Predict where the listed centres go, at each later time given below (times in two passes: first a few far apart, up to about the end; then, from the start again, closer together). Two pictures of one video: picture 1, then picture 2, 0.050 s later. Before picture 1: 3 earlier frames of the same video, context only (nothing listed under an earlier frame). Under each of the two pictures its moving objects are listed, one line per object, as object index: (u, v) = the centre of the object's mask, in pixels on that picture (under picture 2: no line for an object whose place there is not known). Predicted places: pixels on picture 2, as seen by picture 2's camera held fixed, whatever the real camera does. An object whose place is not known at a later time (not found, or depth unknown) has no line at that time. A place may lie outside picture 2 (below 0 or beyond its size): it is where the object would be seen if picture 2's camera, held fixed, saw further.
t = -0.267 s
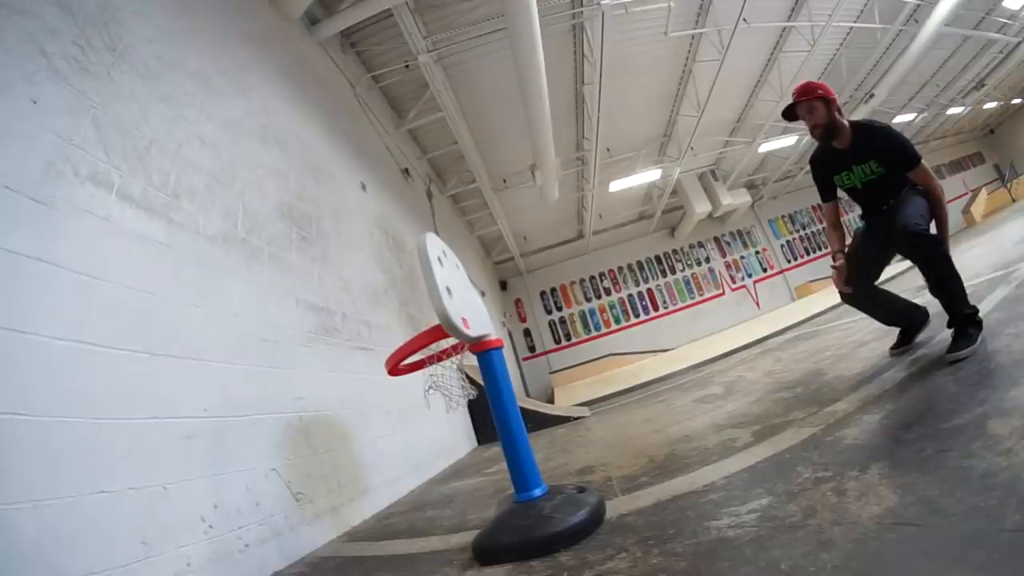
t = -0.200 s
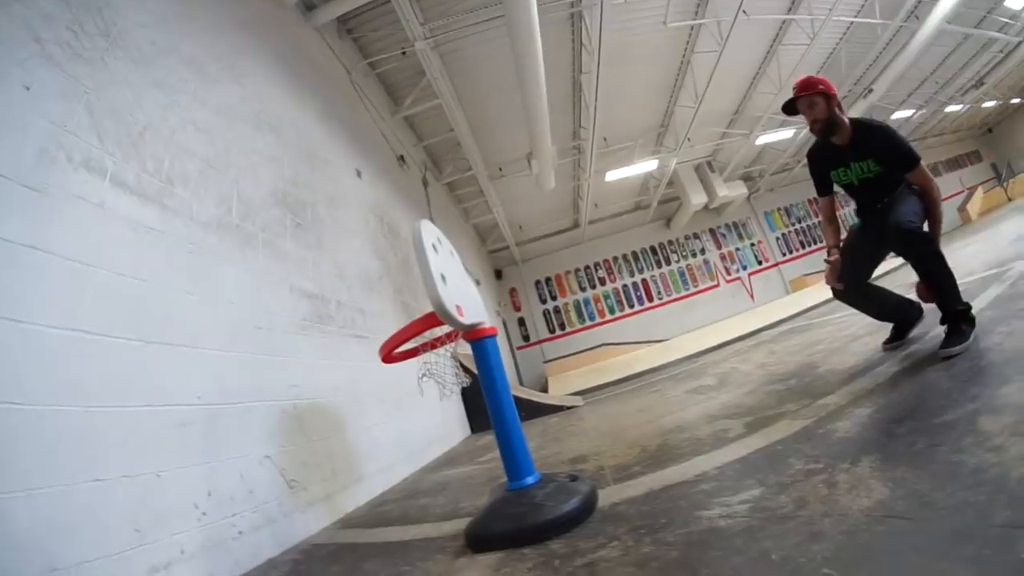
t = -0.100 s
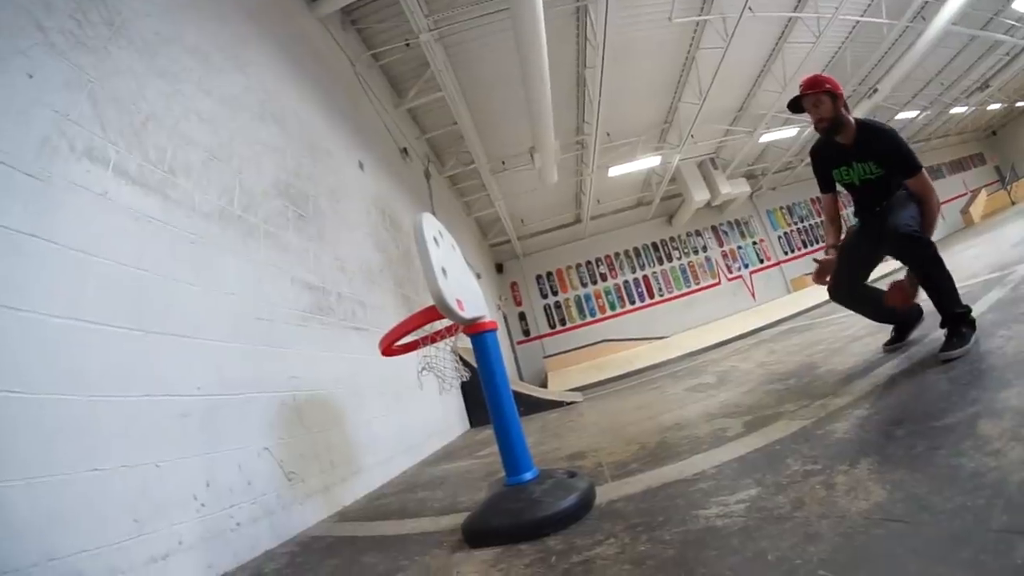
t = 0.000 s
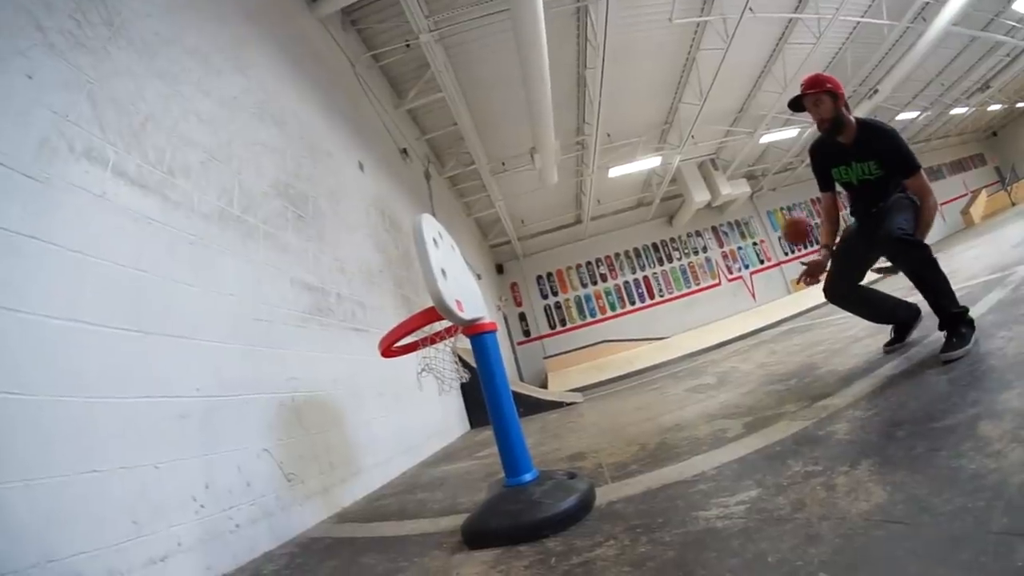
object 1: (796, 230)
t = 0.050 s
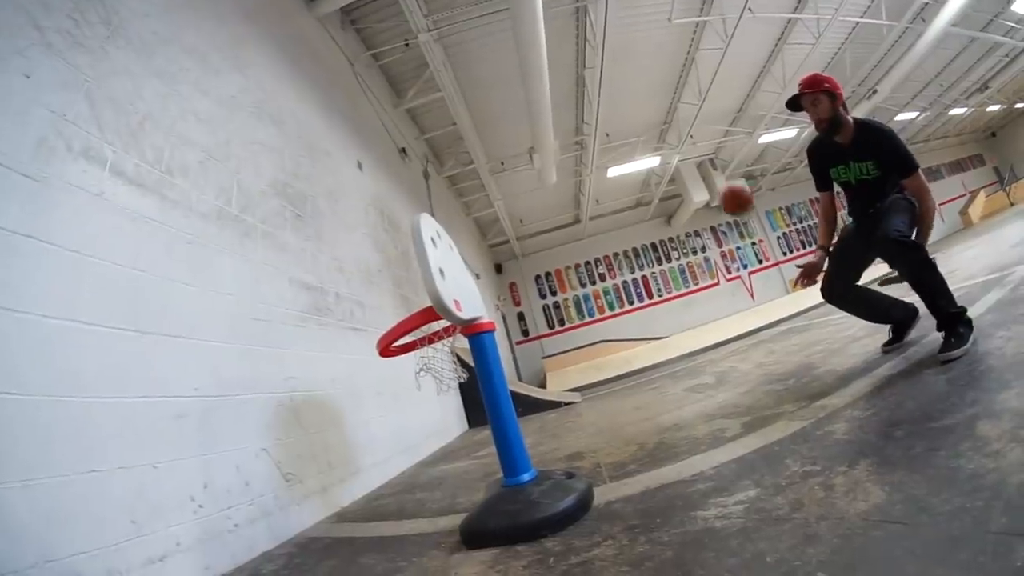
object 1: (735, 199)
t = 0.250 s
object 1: (492, 155)
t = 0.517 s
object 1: (271, 250)
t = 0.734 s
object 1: (414, 273)
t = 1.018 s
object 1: (384, 308)
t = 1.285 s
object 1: (339, 437)
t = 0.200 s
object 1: (549, 155)
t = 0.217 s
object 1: (529, 154)
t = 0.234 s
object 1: (510, 155)
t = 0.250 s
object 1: (492, 155)
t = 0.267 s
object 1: (474, 157)
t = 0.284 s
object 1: (457, 159)
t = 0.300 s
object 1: (441, 161)
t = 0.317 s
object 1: (425, 166)
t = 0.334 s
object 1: (409, 170)
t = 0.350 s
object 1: (394, 174)
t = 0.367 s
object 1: (379, 179)
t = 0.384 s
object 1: (365, 185)
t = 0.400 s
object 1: (352, 192)
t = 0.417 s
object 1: (339, 199)
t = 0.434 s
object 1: (326, 206)
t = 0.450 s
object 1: (314, 214)
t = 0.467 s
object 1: (303, 222)
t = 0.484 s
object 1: (292, 231)
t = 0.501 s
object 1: (281, 241)
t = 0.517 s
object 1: (271, 250)
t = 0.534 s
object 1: (273, 253)
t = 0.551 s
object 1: (283, 250)
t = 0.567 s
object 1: (293, 249)
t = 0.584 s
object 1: (303, 248)
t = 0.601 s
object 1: (314, 248)
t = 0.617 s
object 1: (325, 249)
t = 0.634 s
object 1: (336, 250)
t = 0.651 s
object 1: (348, 252)
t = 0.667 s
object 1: (361, 254)
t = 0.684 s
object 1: (374, 258)
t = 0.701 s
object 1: (387, 262)
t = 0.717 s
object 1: (402, 266)
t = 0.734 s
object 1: (414, 273)
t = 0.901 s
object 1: (399, 310)
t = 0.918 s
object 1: (397, 308)
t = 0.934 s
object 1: (395, 307)
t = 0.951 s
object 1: (393, 307)
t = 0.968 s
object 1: (391, 307)
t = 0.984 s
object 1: (389, 307)
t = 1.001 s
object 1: (386, 308)
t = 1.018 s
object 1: (384, 308)
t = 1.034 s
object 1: (381, 310)
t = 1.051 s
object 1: (378, 312)
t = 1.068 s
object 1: (375, 315)
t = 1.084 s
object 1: (371, 319)
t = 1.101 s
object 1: (369, 323)
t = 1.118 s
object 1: (366, 328)
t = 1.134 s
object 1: (362, 333)
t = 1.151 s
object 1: (359, 340)
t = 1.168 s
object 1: (356, 348)
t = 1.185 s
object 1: (352, 357)
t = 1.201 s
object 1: (349, 368)
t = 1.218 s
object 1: (346, 379)
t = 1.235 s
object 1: (344, 392)
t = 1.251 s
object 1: (342, 405)
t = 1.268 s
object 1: (341, 421)
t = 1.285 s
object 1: (339, 437)
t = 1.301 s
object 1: (338, 453)
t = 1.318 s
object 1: (338, 471)
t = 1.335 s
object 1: (338, 489)
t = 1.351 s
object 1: (338, 506)
